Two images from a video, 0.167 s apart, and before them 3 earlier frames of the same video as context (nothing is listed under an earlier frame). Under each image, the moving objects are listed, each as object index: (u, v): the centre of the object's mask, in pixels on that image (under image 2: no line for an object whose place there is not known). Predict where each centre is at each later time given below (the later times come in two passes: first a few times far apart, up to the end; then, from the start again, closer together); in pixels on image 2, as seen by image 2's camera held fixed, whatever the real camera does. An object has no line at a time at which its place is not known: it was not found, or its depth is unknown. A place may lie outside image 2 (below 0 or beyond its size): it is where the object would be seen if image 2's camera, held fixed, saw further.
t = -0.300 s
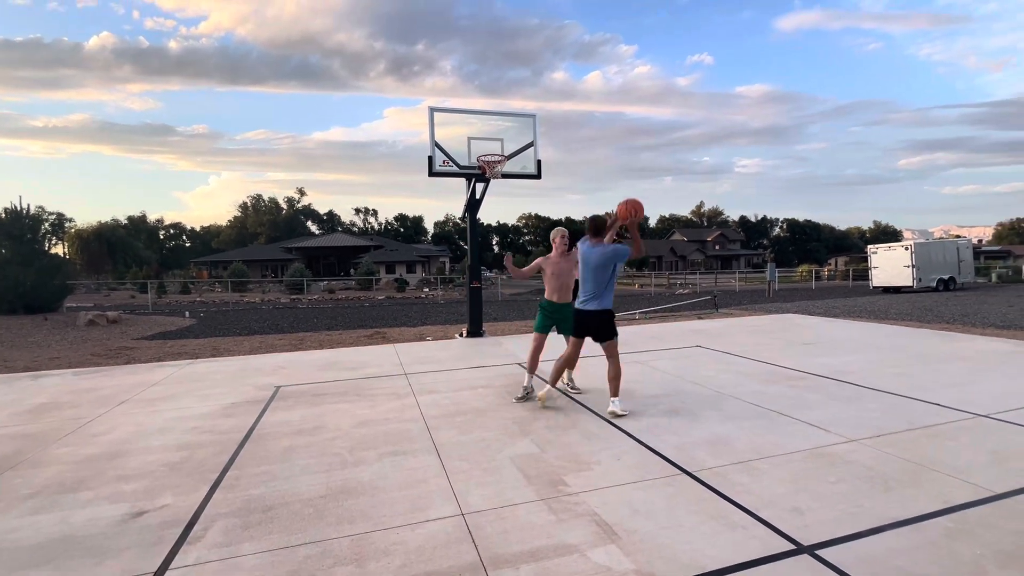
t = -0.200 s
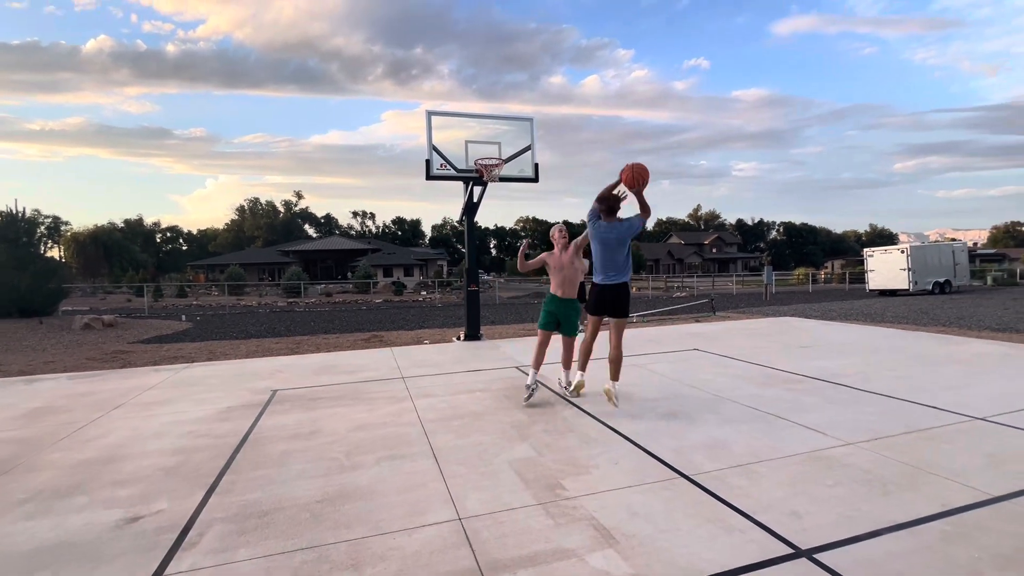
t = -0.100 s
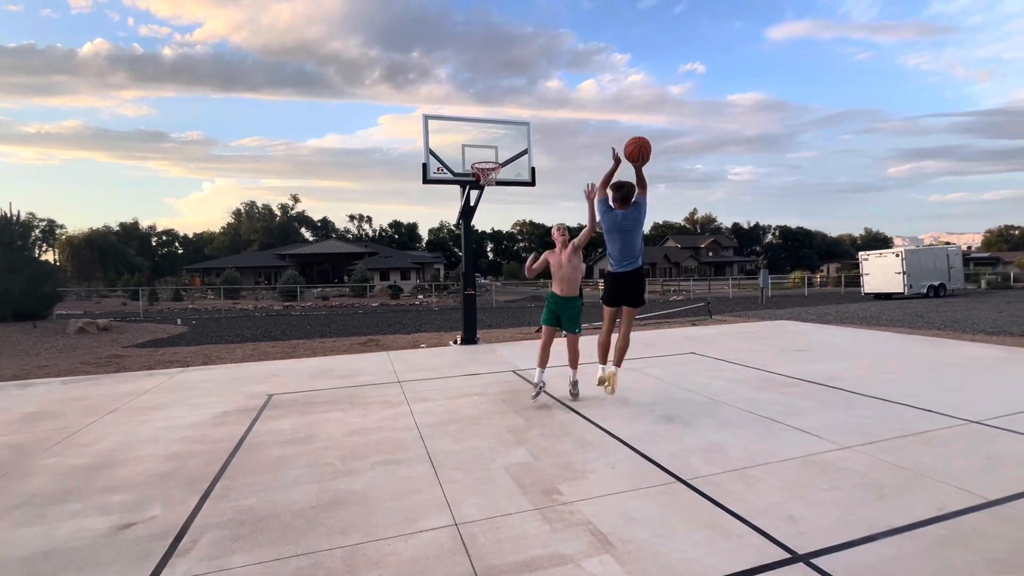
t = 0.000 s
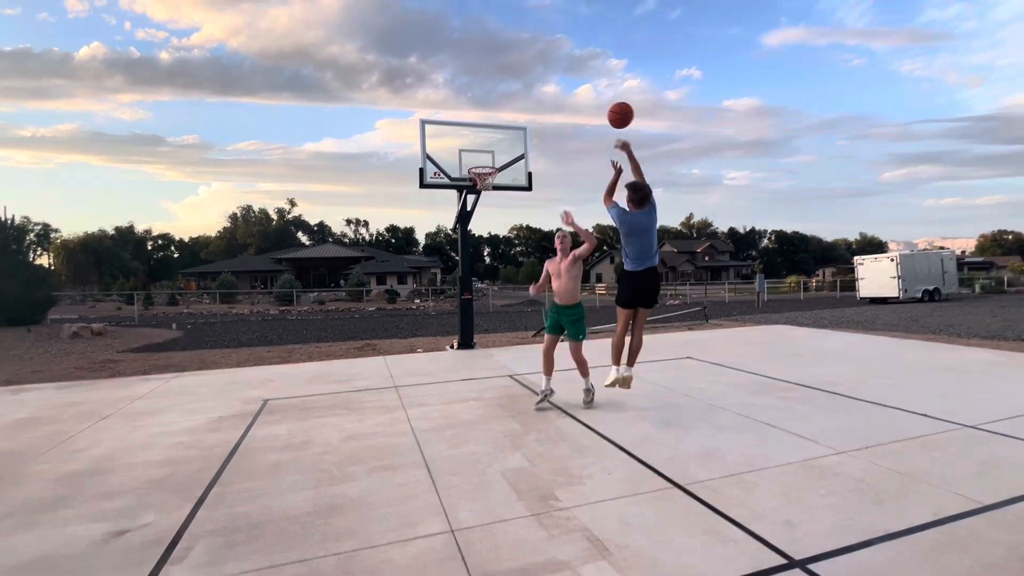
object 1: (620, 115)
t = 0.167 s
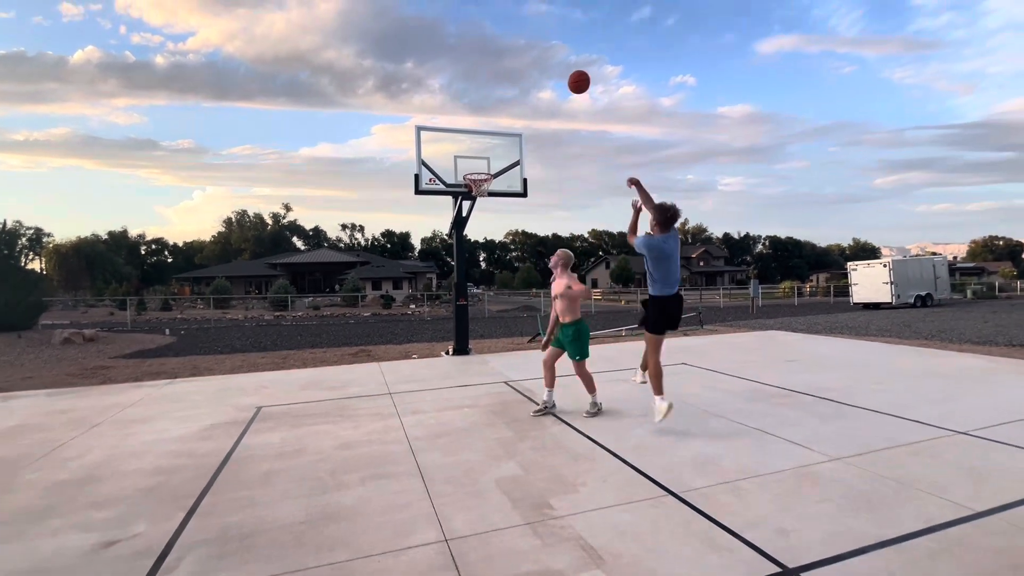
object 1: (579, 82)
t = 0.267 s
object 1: (562, 74)
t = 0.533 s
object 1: (527, 91)
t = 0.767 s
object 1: (506, 138)
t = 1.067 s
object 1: (512, 203)
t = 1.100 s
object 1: (515, 212)
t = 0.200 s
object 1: (573, 78)
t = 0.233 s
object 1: (567, 75)
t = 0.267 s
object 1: (562, 74)
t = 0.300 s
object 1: (556, 73)
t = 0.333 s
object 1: (552, 73)
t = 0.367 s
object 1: (547, 74)
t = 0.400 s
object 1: (543, 76)
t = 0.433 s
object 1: (539, 79)
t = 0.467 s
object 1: (535, 82)
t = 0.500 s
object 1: (531, 86)
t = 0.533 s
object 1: (527, 91)
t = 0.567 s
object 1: (524, 96)
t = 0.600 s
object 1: (521, 102)
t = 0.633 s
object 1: (518, 108)
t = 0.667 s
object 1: (515, 115)
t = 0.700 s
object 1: (512, 122)
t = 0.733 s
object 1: (509, 130)
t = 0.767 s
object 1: (506, 138)
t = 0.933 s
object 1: (502, 176)
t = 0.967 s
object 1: (505, 181)
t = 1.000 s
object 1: (507, 188)
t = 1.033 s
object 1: (509, 195)
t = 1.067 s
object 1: (512, 203)
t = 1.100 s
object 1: (515, 212)
